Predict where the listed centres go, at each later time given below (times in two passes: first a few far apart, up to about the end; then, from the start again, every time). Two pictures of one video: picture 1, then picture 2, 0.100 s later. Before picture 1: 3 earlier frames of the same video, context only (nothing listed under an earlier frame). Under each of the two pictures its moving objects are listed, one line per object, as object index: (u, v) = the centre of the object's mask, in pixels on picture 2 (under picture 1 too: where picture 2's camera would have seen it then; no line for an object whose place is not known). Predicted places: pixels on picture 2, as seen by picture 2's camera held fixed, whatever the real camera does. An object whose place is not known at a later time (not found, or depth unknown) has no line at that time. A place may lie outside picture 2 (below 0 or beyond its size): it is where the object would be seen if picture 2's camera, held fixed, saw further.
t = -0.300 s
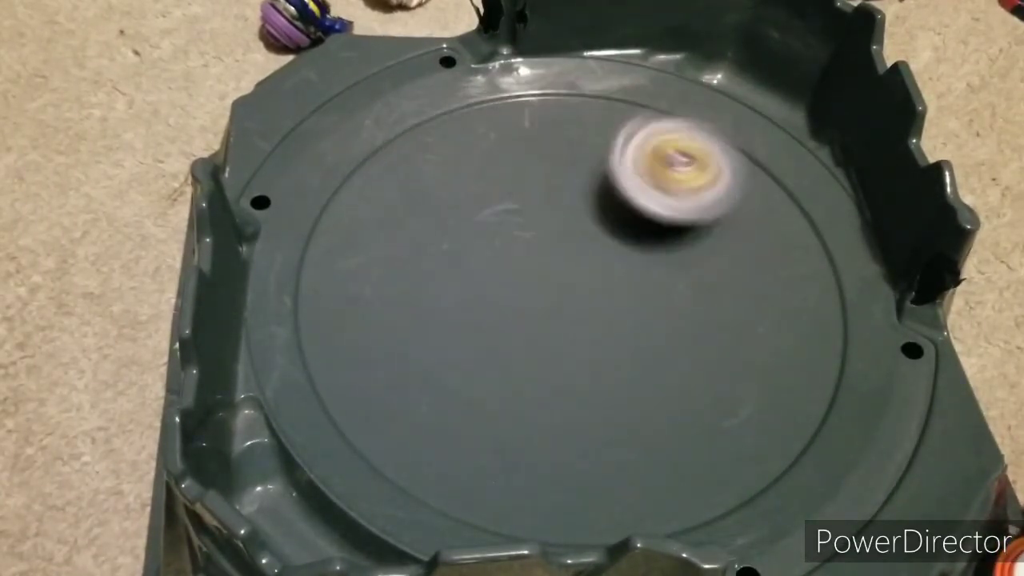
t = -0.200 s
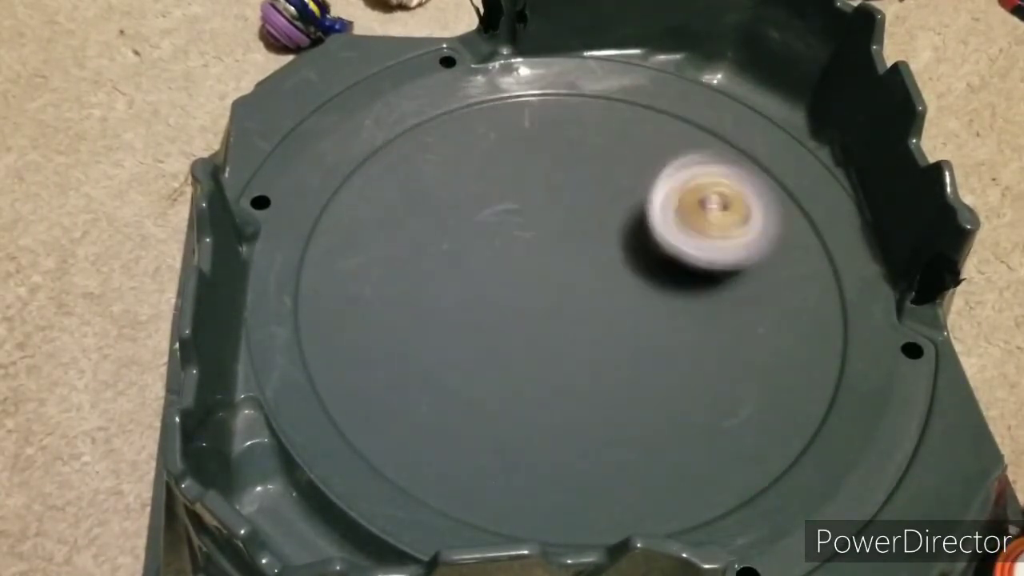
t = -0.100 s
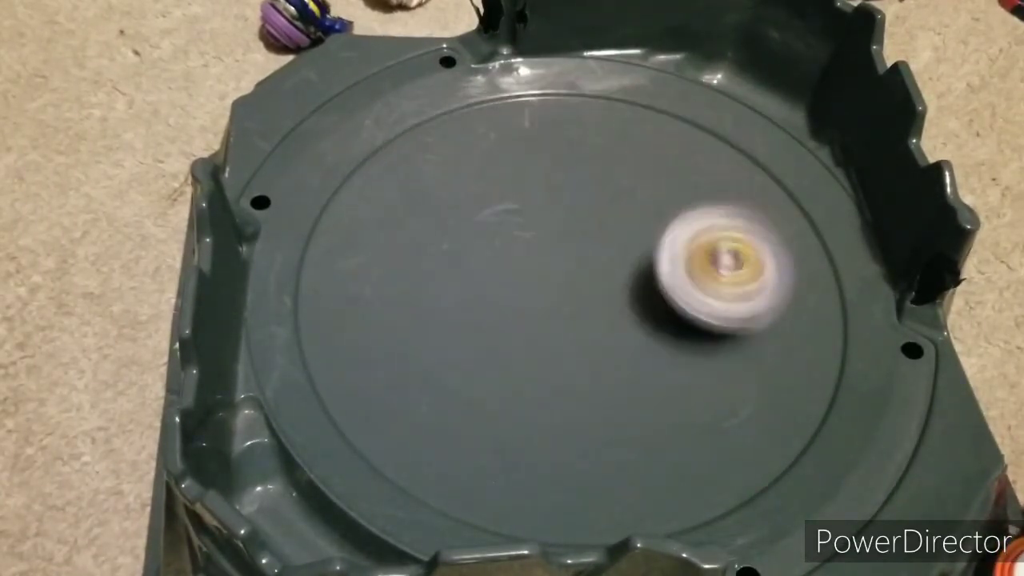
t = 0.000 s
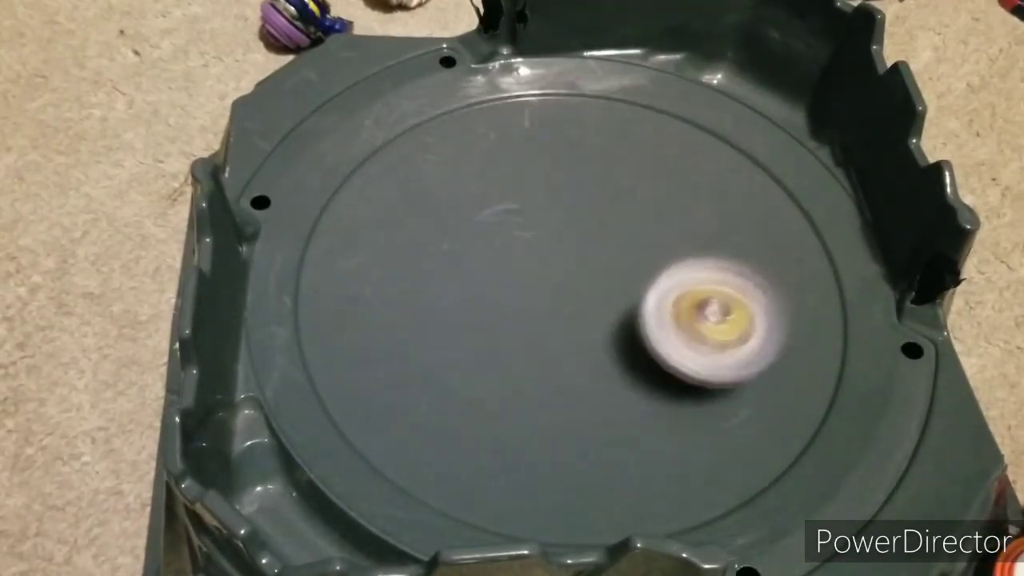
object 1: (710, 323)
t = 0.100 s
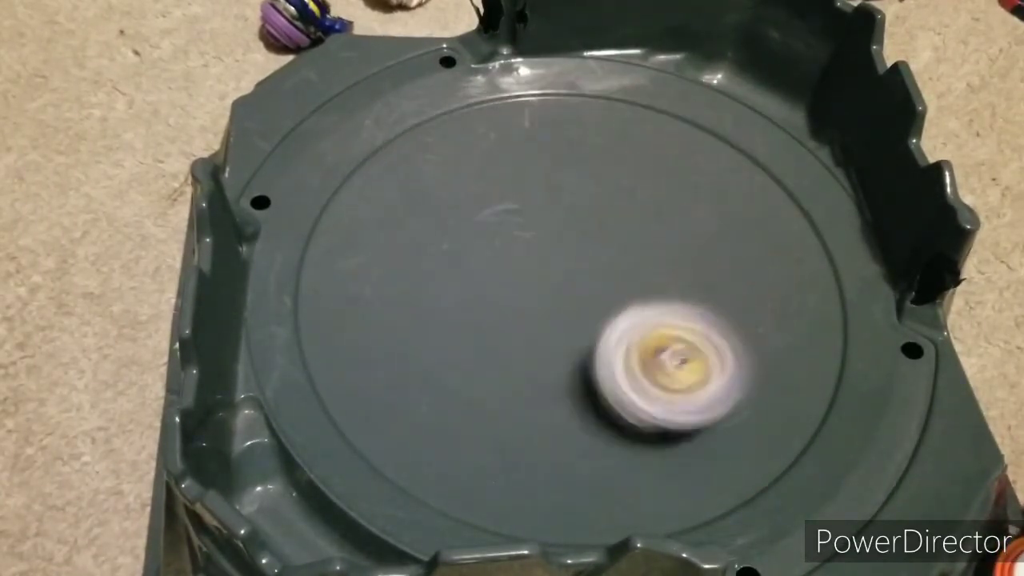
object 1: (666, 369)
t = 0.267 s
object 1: (565, 398)
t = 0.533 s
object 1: (436, 316)
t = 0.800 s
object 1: (481, 199)
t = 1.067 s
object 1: (621, 167)
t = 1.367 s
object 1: (715, 251)
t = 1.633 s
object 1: (652, 345)
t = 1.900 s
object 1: (507, 347)
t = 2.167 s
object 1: (446, 265)
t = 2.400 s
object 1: (496, 204)
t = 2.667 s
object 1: (607, 199)
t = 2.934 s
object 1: (688, 252)
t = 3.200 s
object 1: (654, 322)
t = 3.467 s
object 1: (545, 332)
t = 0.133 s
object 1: (649, 379)
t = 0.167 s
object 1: (632, 388)
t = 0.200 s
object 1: (609, 394)
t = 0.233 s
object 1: (588, 397)
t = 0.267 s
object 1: (565, 398)
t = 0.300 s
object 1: (542, 396)
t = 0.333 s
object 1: (524, 392)
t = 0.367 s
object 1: (502, 383)
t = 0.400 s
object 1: (484, 372)
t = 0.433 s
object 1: (468, 361)
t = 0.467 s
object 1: (456, 348)
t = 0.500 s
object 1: (445, 333)
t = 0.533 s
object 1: (436, 316)
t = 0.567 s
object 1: (431, 299)
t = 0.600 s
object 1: (431, 284)
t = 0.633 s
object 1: (432, 269)
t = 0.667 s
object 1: (438, 252)
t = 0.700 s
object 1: (445, 236)
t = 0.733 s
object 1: (455, 222)
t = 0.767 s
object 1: (468, 209)
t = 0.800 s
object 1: (481, 199)
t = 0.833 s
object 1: (495, 188)
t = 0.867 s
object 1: (512, 180)
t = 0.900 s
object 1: (529, 173)
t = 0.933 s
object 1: (547, 170)
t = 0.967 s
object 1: (564, 167)
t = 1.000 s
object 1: (584, 165)
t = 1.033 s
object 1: (603, 165)
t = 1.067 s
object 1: (621, 167)
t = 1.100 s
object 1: (637, 172)
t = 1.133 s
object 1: (653, 178)
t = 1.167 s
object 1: (667, 185)
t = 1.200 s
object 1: (680, 192)
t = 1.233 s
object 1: (692, 204)
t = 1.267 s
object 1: (701, 214)
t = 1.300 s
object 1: (707, 225)
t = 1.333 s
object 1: (713, 237)
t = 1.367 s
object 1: (715, 251)
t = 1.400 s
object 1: (715, 264)
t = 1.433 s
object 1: (712, 276)
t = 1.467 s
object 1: (710, 290)
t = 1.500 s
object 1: (701, 303)
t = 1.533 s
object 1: (689, 317)
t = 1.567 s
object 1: (681, 324)
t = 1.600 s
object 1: (667, 336)
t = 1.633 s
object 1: (652, 345)
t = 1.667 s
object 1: (635, 352)
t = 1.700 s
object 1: (619, 356)
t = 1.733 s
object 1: (598, 361)
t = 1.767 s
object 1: (579, 362)
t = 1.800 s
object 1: (561, 360)
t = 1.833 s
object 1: (543, 359)
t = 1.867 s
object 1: (523, 354)
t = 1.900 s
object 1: (507, 347)
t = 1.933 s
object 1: (495, 340)
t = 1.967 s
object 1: (480, 331)
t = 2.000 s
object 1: (468, 320)
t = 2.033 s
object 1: (459, 309)
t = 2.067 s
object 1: (454, 300)
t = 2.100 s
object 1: (448, 286)
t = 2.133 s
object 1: (446, 274)
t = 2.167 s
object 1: (446, 265)
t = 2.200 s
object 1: (447, 255)
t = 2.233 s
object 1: (452, 242)
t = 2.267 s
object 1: (458, 232)
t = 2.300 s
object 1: (464, 225)
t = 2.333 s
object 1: (473, 216)
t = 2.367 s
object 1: (484, 207)
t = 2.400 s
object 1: (496, 204)
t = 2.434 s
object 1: (507, 199)
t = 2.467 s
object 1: (523, 192)
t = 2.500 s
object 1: (538, 188)
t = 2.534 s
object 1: (549, 192)
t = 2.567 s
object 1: (567, 188)
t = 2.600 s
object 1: (582, 188)
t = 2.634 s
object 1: (597, 192)
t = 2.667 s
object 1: (607, 199)
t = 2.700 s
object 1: (624, 199)
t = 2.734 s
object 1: (639, 205)
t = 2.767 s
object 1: (650, 212)
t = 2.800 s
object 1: (660, 217)
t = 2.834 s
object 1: (670, 225)
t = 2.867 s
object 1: (676, 235)
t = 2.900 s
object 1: (682, 243)
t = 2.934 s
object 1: (688, 252)
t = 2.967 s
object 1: (689, 262)
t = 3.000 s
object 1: (690, 271)
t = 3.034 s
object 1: (690, 281)
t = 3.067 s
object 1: (685, 292)
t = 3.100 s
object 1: (680, 300)
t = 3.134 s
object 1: (675, 308)
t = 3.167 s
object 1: (665, 317)
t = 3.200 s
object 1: (654, 322)
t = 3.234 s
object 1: (645, 329)
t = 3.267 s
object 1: (631, 334)
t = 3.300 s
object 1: (618, 335)
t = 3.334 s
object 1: (604, 338)
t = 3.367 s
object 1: (589, 339)
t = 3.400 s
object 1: (575, 336)
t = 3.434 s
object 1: (561, 335)
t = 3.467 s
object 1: (545, 332)
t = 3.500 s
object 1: (533, 325)
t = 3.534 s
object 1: (519, 320)
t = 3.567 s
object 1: (507, 313)
